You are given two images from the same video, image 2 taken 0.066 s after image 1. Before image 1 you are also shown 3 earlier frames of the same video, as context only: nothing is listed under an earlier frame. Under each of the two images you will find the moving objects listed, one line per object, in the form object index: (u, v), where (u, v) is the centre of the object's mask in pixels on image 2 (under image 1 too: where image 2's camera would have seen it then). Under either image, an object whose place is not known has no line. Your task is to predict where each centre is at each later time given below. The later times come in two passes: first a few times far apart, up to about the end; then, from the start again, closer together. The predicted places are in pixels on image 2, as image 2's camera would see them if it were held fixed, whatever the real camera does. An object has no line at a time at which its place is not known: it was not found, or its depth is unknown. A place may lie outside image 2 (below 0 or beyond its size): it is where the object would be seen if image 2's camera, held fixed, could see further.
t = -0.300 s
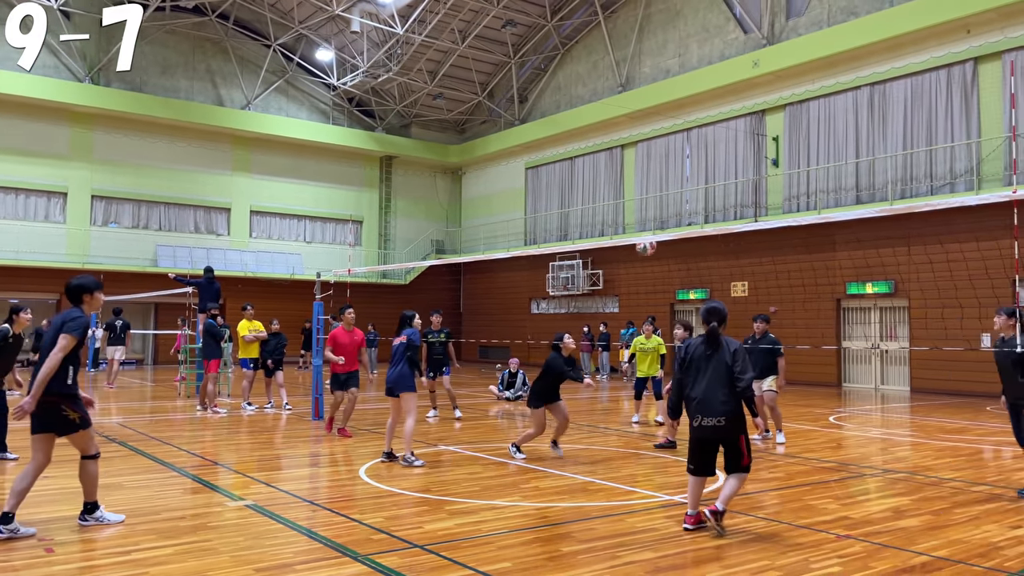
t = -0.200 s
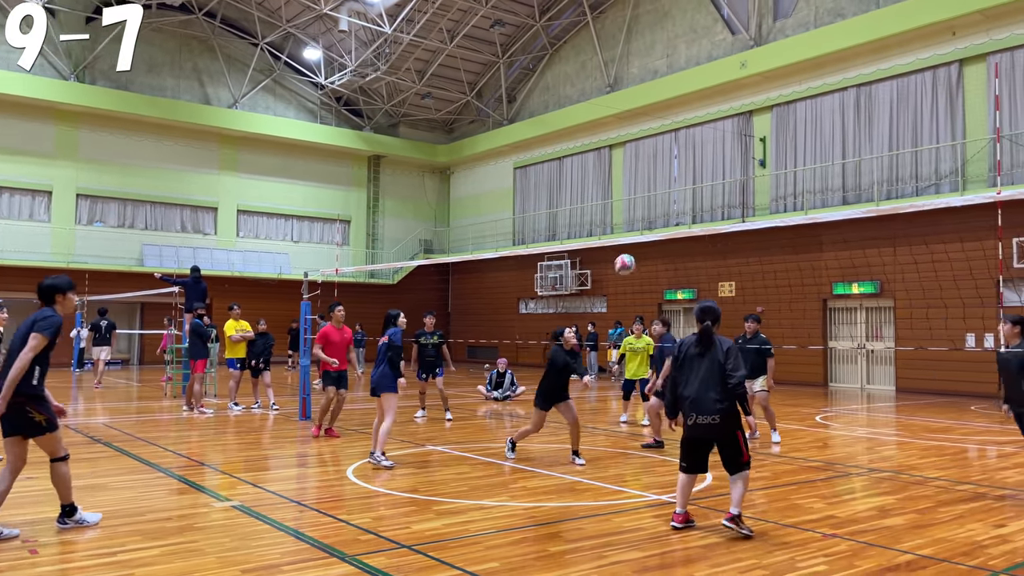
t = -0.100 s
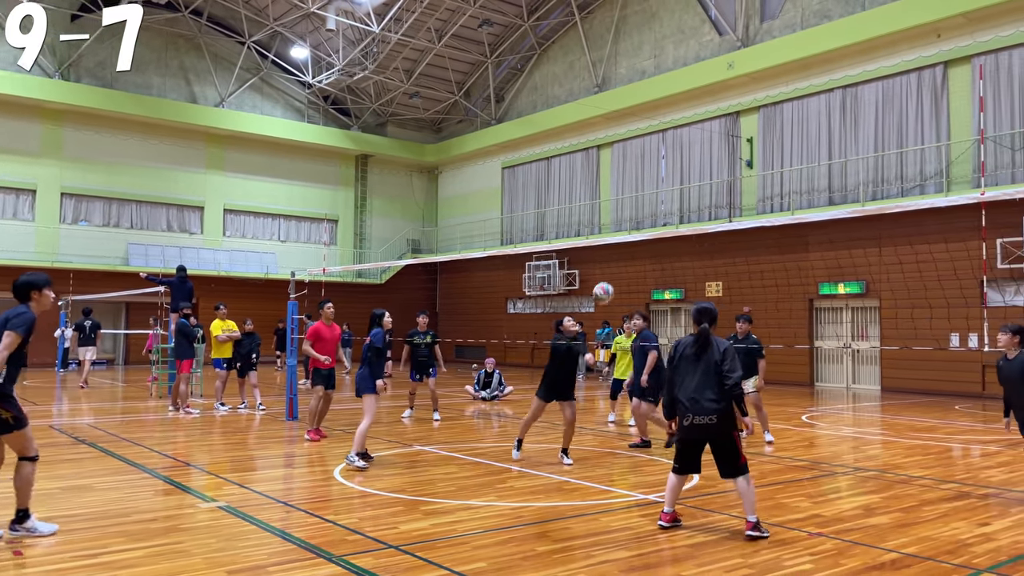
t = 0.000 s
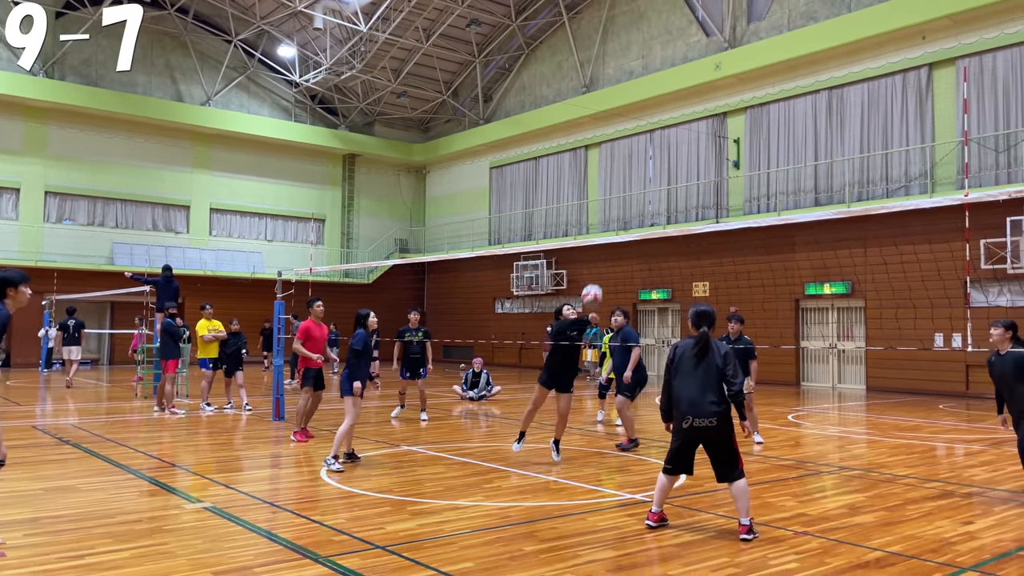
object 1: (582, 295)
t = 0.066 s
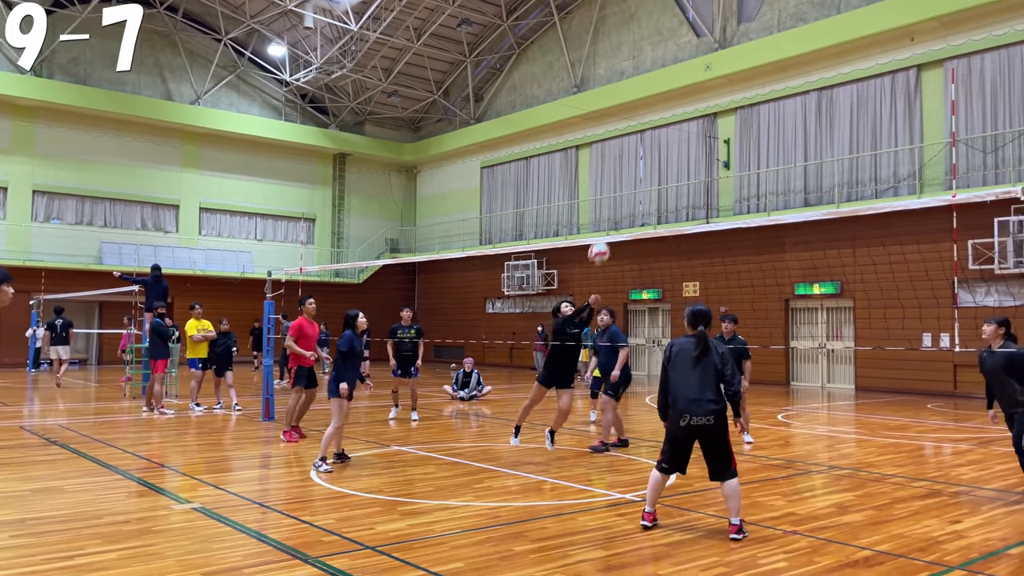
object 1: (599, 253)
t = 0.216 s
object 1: (635, 169)
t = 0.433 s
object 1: (688, 88)
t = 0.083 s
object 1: (603, 244)
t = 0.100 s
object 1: (607, 229)
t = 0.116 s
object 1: (611, 222)
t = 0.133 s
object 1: (614, 213)
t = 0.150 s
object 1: (618, 204)
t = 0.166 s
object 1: (622, 194)
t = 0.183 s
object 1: (627, 186)
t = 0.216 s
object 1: (635, 169)
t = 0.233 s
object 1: (639, 161)
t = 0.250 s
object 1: (643, 153)
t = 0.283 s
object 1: (651, 139)
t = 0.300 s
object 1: (654, 133)
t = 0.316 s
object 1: (658, 126)
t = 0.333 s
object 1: (663, 120)
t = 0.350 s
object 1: (667, 113)
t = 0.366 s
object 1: (671, 107)
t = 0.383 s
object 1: (675, 101)
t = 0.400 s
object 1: (680, 97)
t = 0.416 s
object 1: (684, 92)
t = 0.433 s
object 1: (688, 88)
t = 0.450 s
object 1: (692, 83)
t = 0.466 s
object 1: (696, 79)
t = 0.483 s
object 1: (700, 74)
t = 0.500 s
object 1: (705, 71)
